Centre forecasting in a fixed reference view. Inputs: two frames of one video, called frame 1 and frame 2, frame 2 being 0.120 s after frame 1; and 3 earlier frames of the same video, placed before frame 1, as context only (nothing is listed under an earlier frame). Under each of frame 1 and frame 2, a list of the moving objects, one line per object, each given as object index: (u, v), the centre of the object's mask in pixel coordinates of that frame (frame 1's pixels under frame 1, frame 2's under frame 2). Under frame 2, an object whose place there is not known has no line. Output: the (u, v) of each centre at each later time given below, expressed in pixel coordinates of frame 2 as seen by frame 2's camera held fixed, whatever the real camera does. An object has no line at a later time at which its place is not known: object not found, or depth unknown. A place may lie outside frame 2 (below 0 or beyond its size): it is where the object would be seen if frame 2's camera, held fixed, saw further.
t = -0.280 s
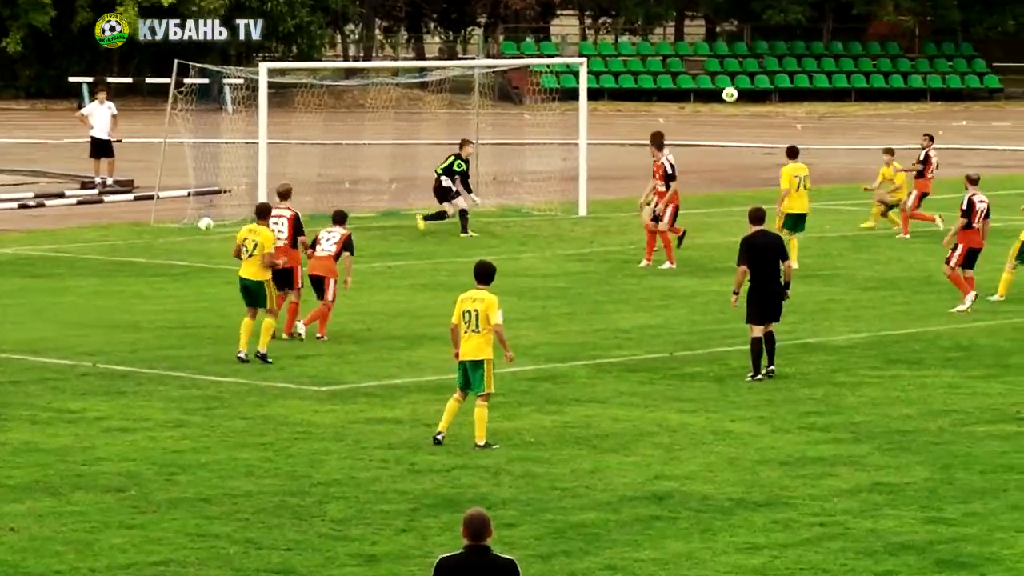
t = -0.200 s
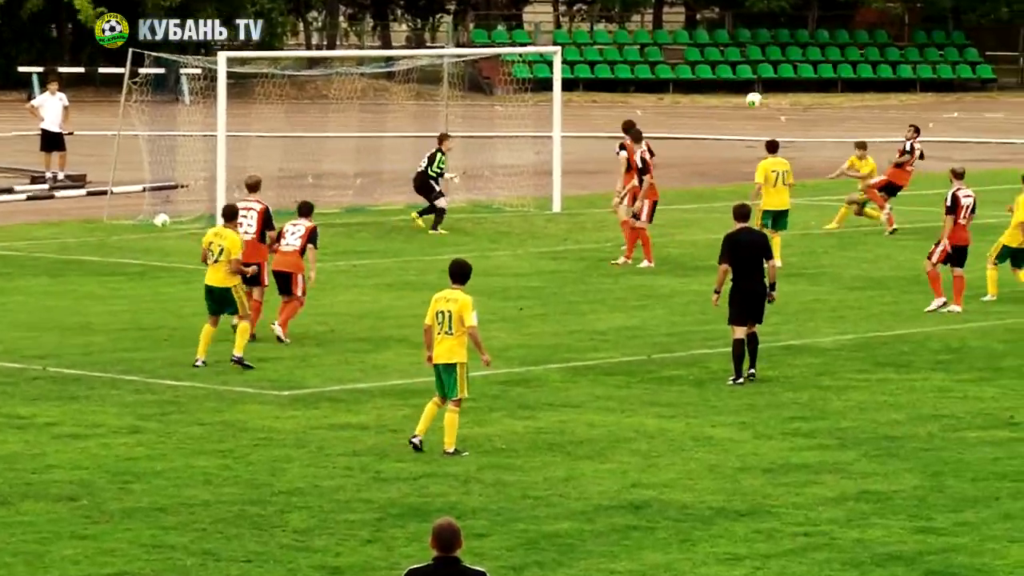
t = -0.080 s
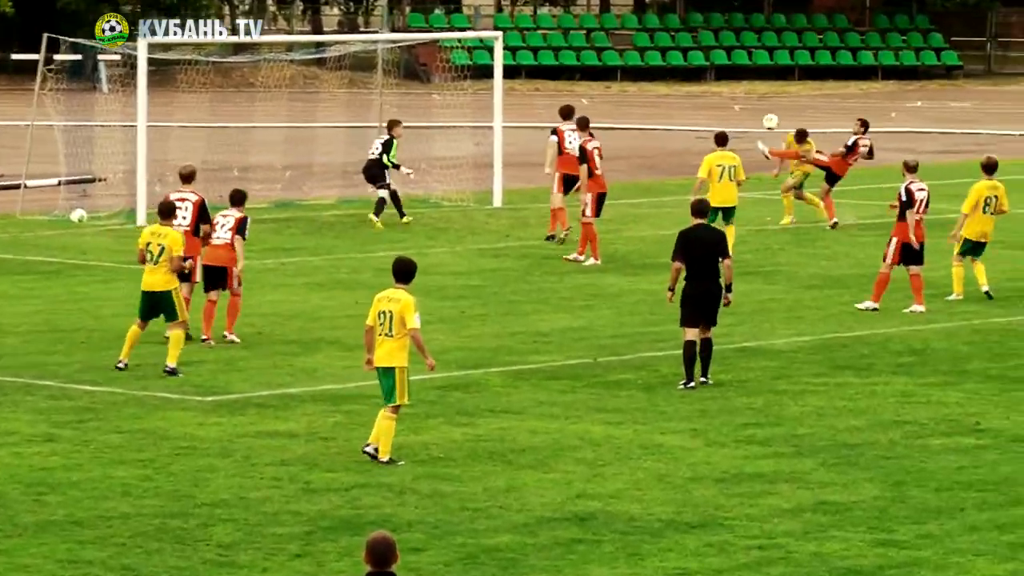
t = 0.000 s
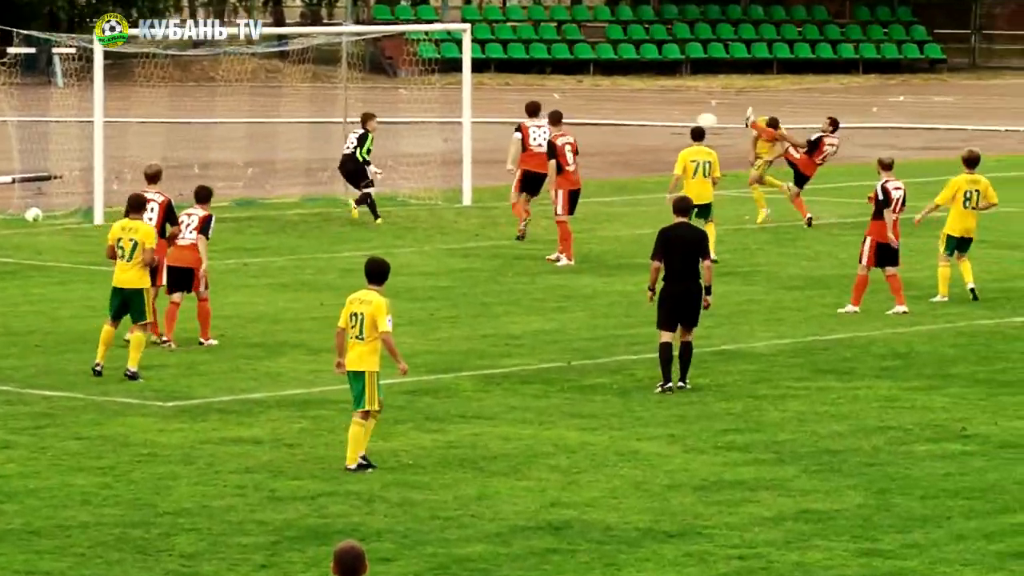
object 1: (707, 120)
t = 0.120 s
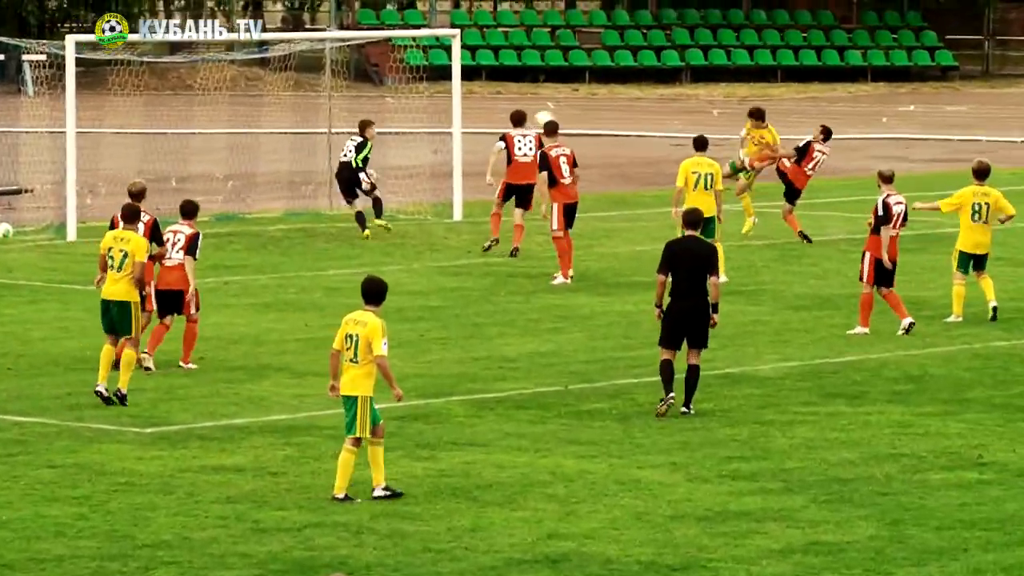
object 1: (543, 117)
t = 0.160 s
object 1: (490, 115)
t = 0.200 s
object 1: (435, 113)
